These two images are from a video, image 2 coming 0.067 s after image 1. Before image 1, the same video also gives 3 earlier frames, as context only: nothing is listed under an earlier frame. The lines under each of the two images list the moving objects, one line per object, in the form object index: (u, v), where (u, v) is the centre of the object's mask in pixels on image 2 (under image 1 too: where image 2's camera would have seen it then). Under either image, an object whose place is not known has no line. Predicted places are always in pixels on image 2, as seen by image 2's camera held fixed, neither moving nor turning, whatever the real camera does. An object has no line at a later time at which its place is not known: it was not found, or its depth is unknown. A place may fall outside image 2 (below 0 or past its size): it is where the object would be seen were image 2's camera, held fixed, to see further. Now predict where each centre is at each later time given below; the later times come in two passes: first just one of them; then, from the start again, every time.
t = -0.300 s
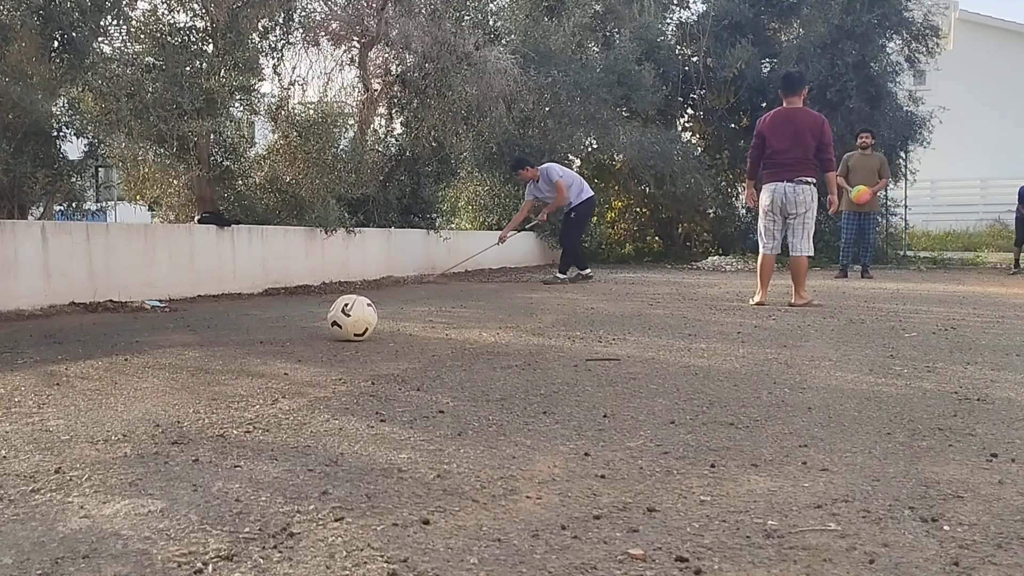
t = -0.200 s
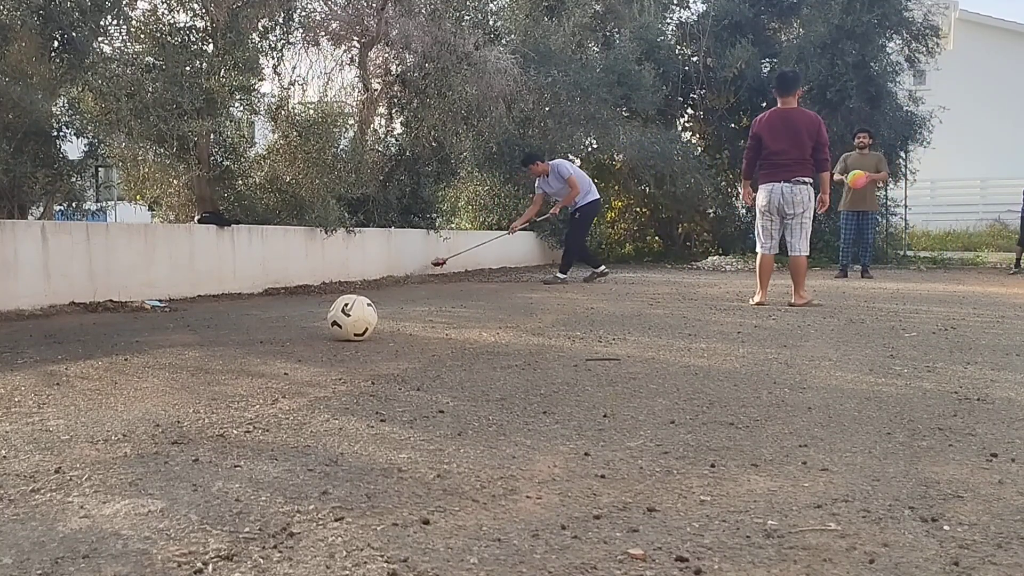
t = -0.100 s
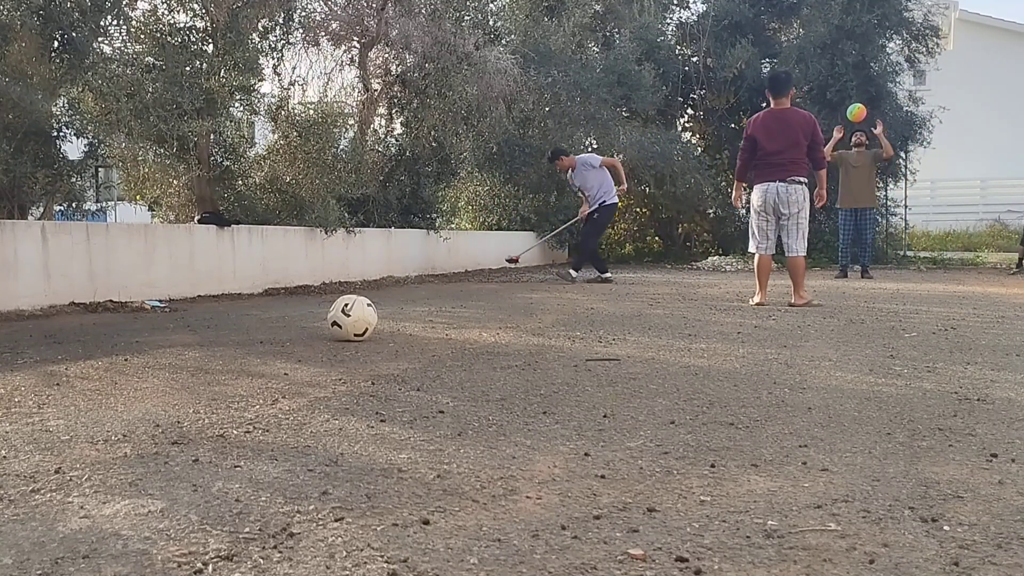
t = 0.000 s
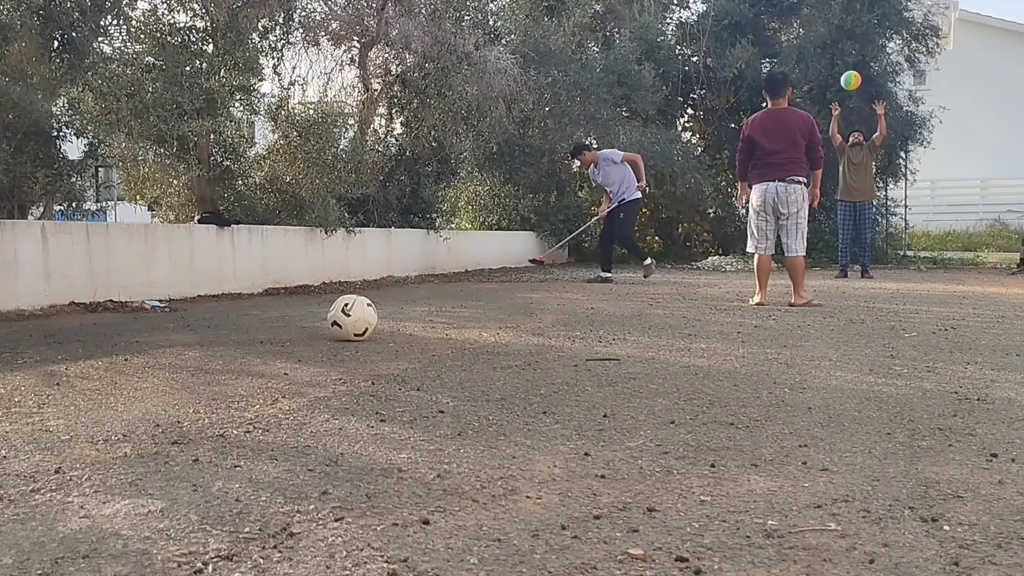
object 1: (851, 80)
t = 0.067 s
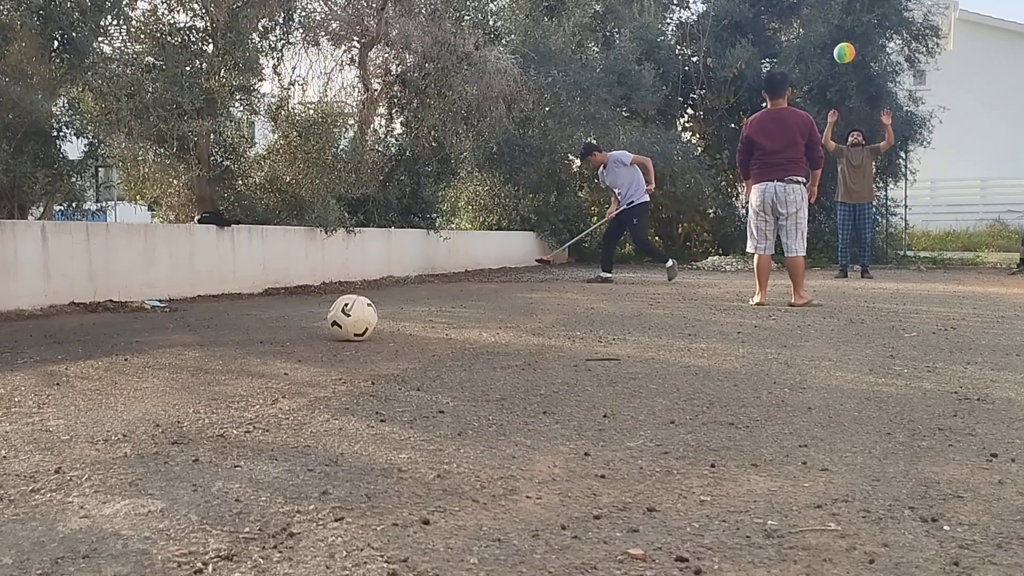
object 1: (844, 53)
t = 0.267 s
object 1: (805, 62)
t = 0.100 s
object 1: (840, 39)
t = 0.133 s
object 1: (835, 30)
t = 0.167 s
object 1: (820, 27)
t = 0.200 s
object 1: (814, 36)
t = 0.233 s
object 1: (811, 43)
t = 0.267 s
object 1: (805, 62)
